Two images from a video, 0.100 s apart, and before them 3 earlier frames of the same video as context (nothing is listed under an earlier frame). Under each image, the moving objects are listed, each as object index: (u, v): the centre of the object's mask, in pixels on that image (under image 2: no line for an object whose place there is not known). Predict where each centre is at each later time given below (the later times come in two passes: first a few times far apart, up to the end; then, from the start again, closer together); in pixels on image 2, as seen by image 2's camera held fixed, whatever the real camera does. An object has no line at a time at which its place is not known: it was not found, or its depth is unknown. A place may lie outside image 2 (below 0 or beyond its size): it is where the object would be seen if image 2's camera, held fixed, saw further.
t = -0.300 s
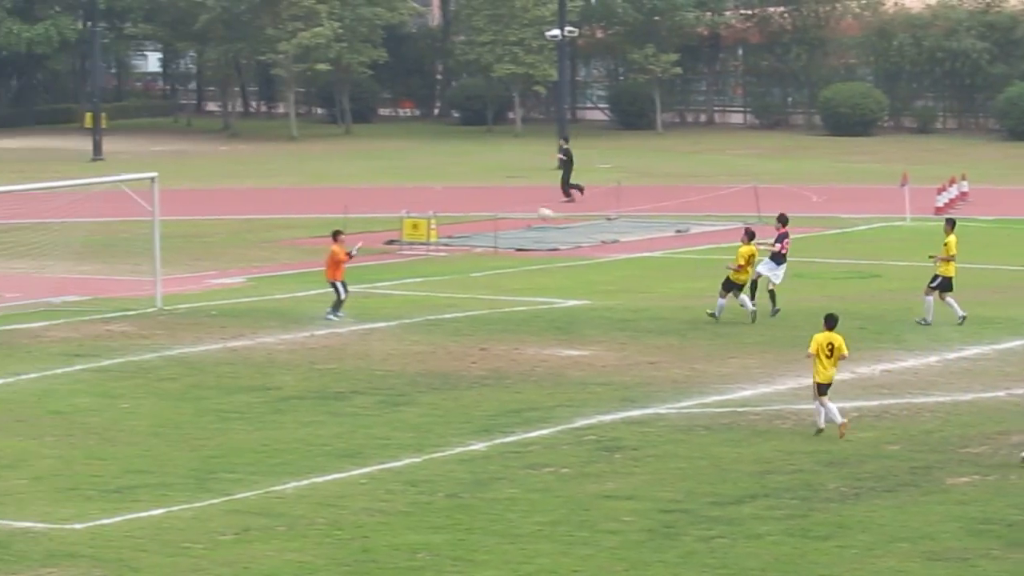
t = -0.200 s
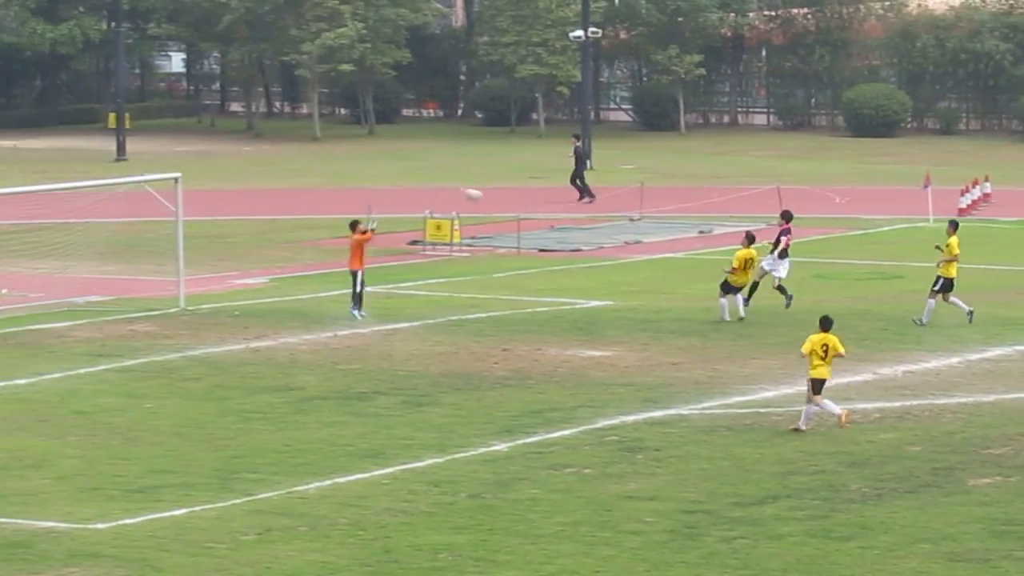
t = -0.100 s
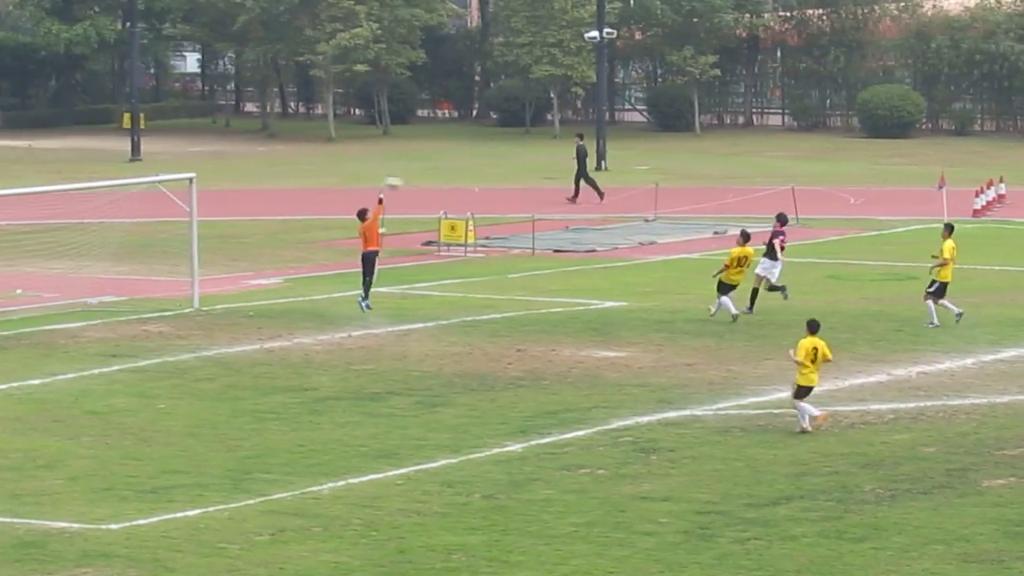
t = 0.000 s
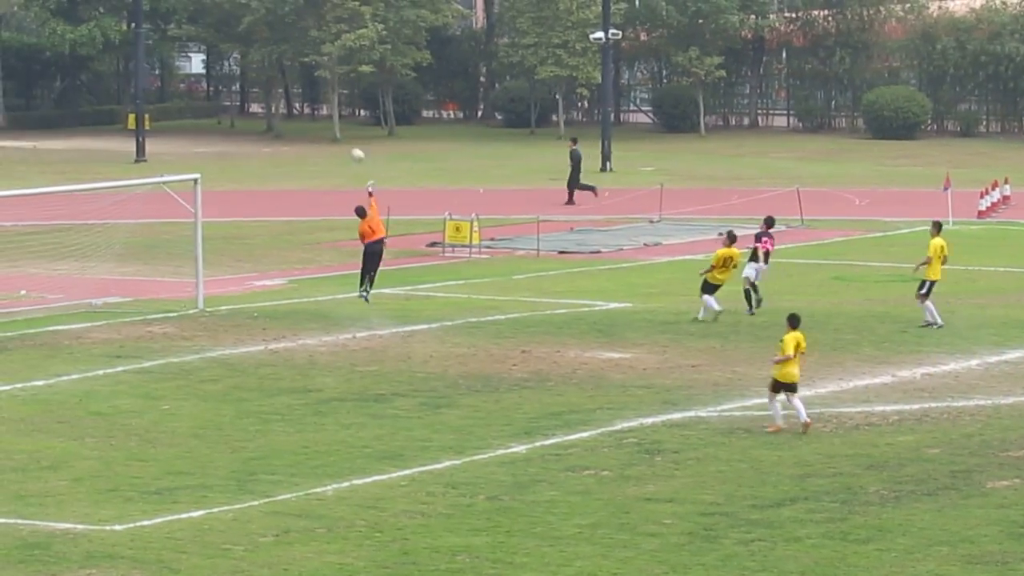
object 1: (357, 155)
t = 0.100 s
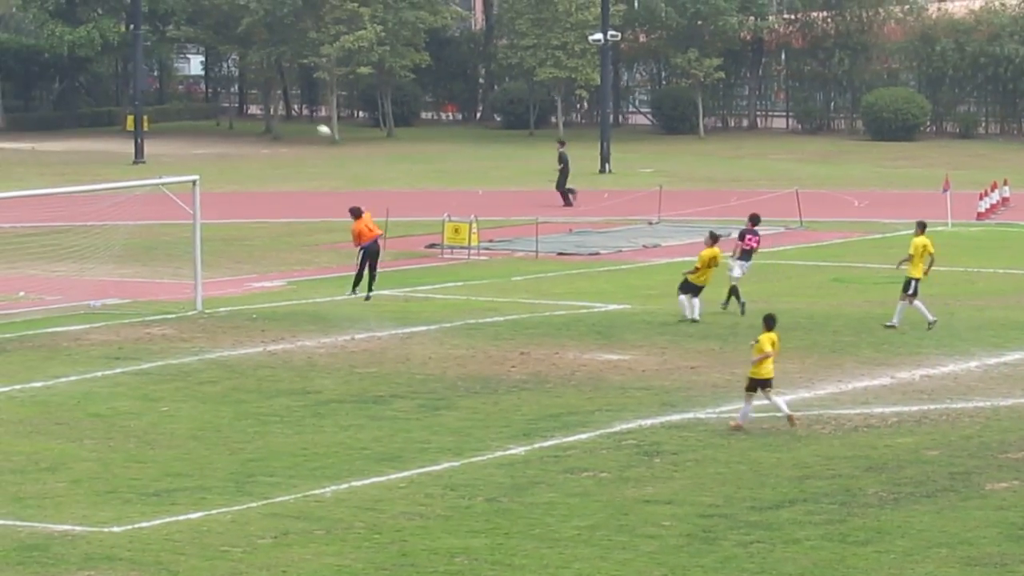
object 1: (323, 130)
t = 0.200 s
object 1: (290, 111)
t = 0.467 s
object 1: (206, 87)
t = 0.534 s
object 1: (184, 87)
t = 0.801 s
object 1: (104, 114)
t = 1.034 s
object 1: (39, 168)
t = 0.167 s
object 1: (301, 116)
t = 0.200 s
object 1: (290, 111)
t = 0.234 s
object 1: (280, 106)
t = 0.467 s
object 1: (206, 87)
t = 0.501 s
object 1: (195, 86)
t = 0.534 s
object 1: (184, 87)
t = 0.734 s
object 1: (124, 103)
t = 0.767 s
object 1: (114, 108)
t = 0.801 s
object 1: (104, 114)
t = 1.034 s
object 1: (39, 168)
